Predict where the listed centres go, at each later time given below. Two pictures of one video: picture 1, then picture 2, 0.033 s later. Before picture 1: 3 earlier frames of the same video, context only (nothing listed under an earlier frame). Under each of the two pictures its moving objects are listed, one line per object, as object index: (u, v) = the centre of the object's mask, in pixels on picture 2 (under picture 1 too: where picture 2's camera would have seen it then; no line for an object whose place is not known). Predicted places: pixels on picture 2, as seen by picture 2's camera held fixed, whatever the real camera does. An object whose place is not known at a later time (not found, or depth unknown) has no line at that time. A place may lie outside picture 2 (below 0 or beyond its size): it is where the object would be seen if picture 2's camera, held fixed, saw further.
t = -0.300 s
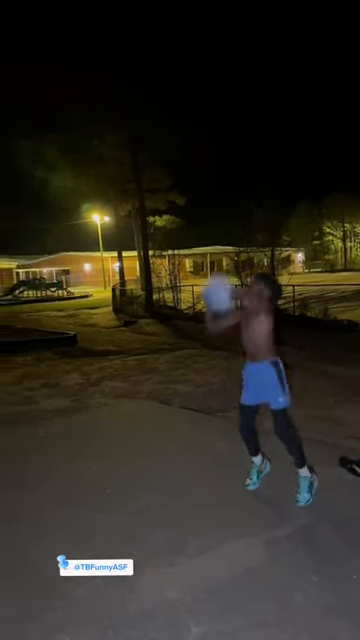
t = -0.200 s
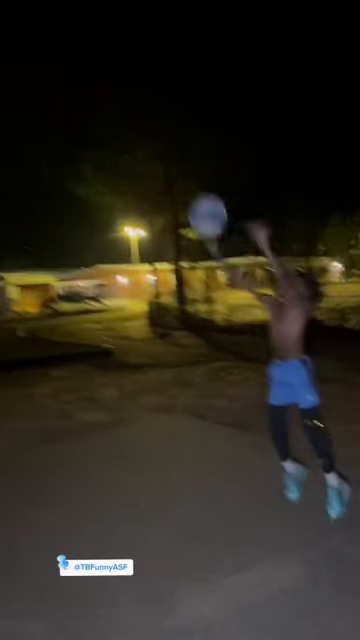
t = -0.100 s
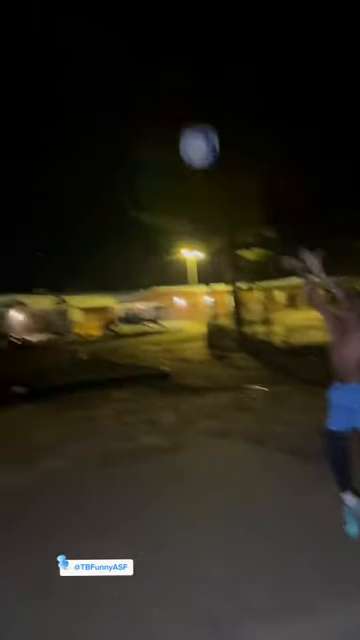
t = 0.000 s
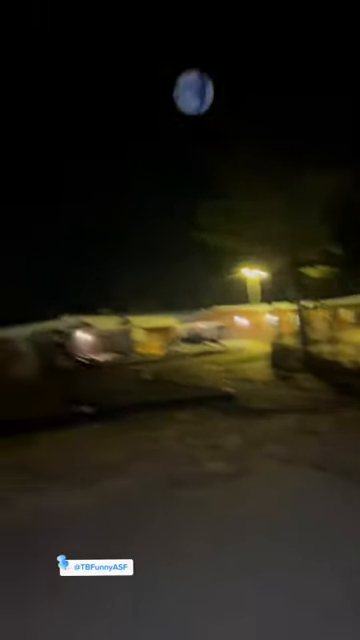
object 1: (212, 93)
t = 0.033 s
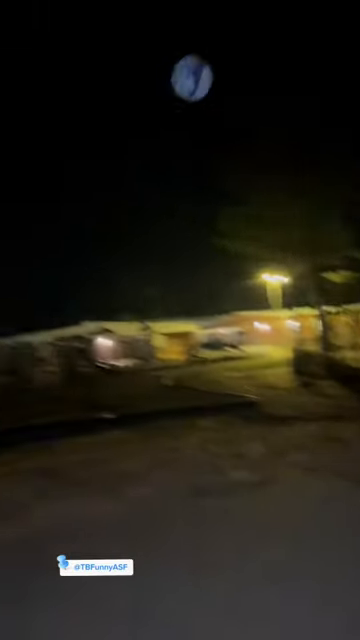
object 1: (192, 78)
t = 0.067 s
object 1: (171, 61)
